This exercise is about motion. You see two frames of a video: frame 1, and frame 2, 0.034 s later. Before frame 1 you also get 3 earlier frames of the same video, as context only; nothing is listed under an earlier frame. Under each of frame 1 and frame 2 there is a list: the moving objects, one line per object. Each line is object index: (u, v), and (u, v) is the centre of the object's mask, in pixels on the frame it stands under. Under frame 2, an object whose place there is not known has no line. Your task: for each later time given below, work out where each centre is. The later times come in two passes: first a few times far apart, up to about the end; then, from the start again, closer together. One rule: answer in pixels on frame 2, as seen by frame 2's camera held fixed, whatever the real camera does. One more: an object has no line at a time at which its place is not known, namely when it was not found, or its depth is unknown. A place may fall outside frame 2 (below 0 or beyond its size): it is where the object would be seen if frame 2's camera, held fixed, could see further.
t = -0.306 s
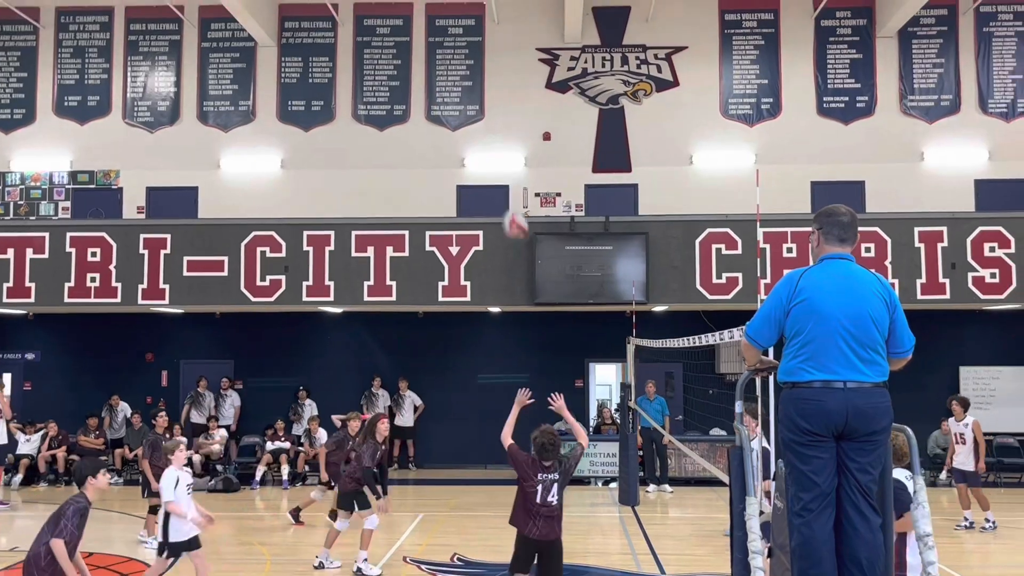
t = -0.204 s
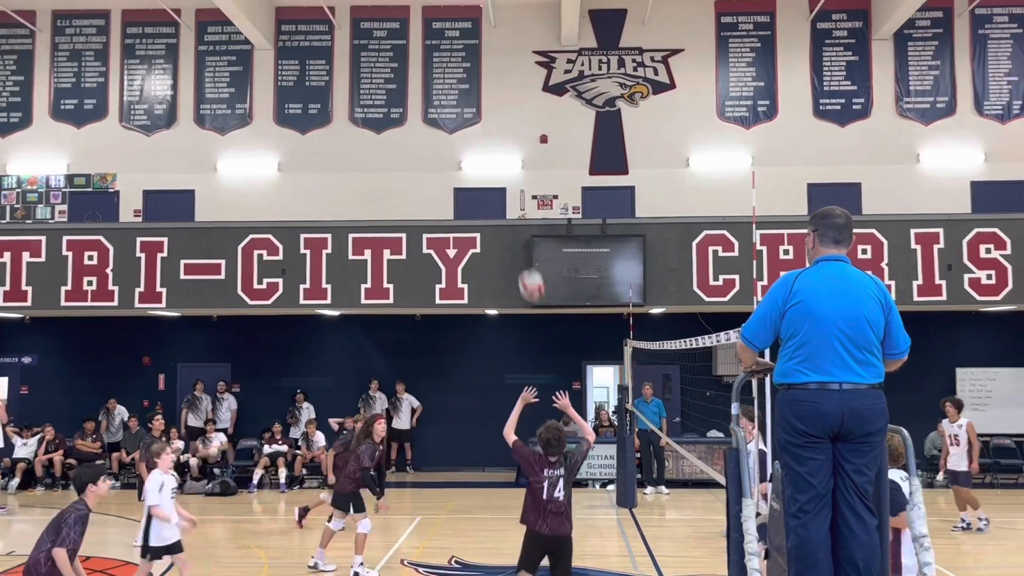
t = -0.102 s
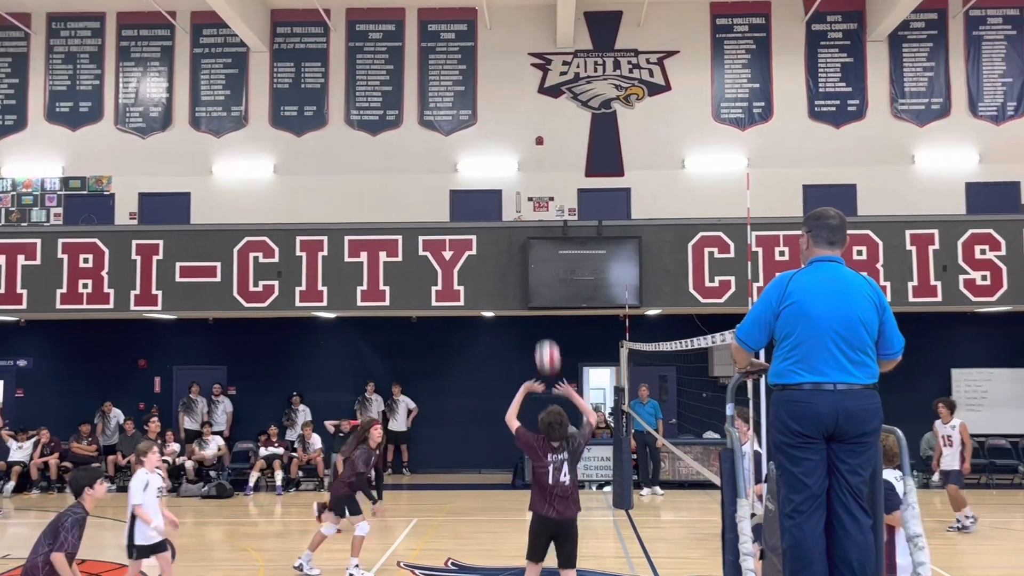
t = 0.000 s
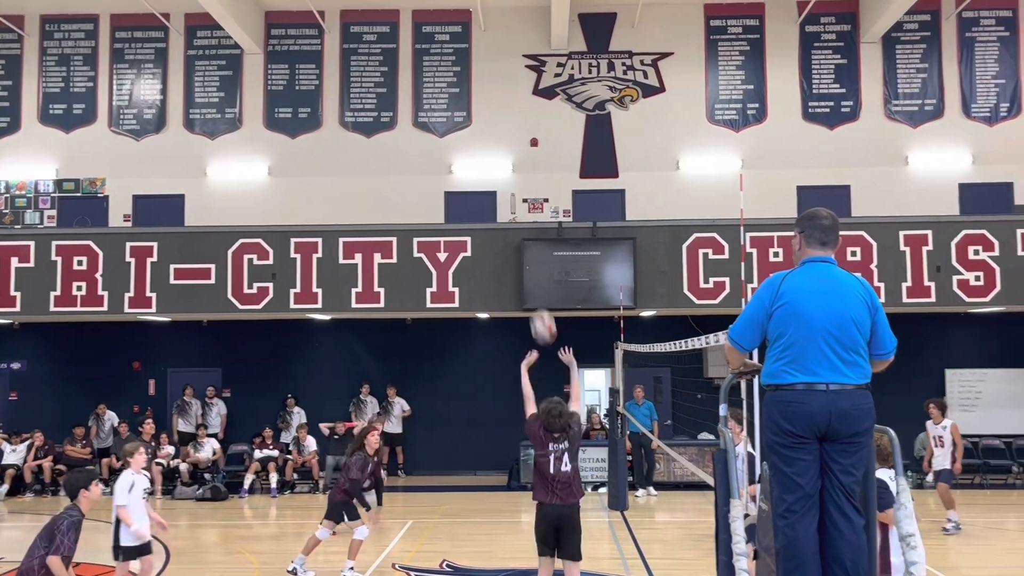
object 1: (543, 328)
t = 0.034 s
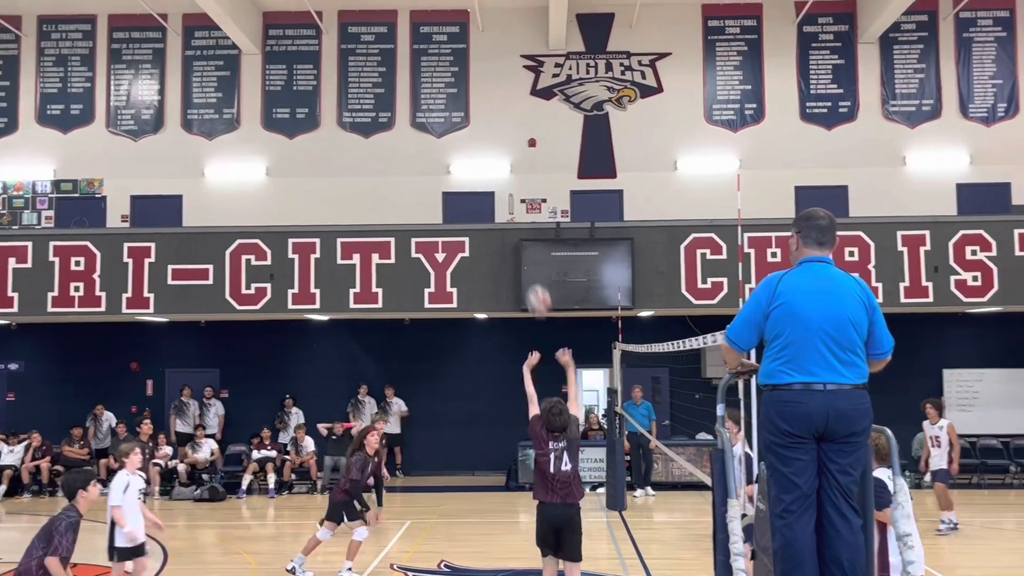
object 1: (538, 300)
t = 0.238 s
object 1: (522, 187)
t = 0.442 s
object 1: (508, 129)
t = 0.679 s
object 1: (494, 119)
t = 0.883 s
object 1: (486, 150)
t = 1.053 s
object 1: (480, 200)
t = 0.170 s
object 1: (529, 217)
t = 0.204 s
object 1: (526, 201)
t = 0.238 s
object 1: (522, 187)
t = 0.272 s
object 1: (519, 173)
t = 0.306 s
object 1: (517, 162)
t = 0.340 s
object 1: (514, 152)
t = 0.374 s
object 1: (512, 143)
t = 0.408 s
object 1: (510, 136)
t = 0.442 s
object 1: (508, 129)
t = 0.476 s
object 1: (506, 124)
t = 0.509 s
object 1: (504, 120)
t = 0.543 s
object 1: (502, 118)
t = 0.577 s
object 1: (500, 116)
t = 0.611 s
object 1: (498, 116)
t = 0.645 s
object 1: (497, 117)
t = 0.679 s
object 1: (494, 119)
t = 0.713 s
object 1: (493, 121)
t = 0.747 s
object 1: (491, 125)
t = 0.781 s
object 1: (491, 130)
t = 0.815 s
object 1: (490, 136)
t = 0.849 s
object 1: (488, 142)
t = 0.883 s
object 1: (486, 150)
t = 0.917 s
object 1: (485, 158)
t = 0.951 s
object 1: (484, 168)
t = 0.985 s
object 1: (482, 179)
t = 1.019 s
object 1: (481, 190)
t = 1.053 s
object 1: (480, 200)
